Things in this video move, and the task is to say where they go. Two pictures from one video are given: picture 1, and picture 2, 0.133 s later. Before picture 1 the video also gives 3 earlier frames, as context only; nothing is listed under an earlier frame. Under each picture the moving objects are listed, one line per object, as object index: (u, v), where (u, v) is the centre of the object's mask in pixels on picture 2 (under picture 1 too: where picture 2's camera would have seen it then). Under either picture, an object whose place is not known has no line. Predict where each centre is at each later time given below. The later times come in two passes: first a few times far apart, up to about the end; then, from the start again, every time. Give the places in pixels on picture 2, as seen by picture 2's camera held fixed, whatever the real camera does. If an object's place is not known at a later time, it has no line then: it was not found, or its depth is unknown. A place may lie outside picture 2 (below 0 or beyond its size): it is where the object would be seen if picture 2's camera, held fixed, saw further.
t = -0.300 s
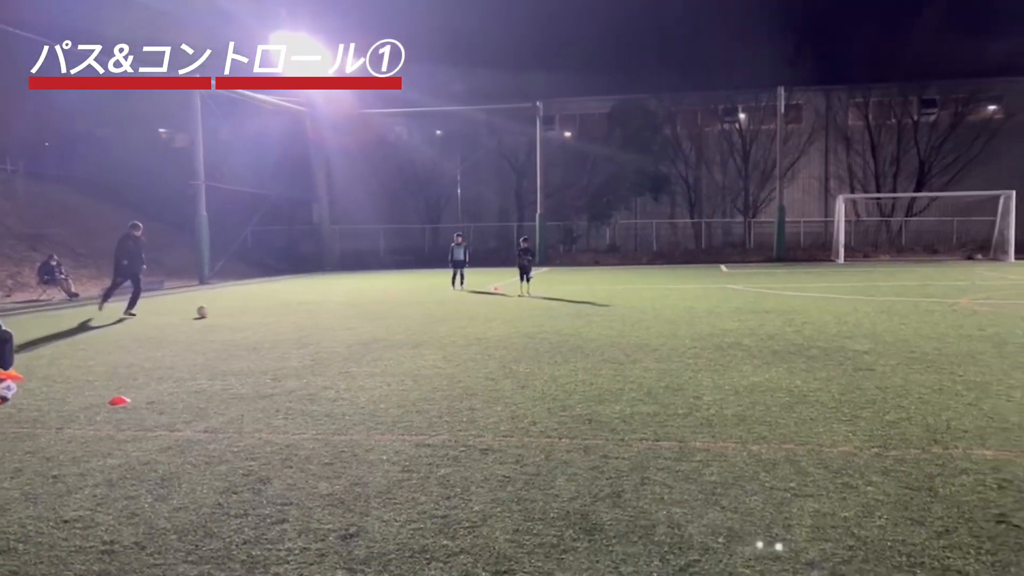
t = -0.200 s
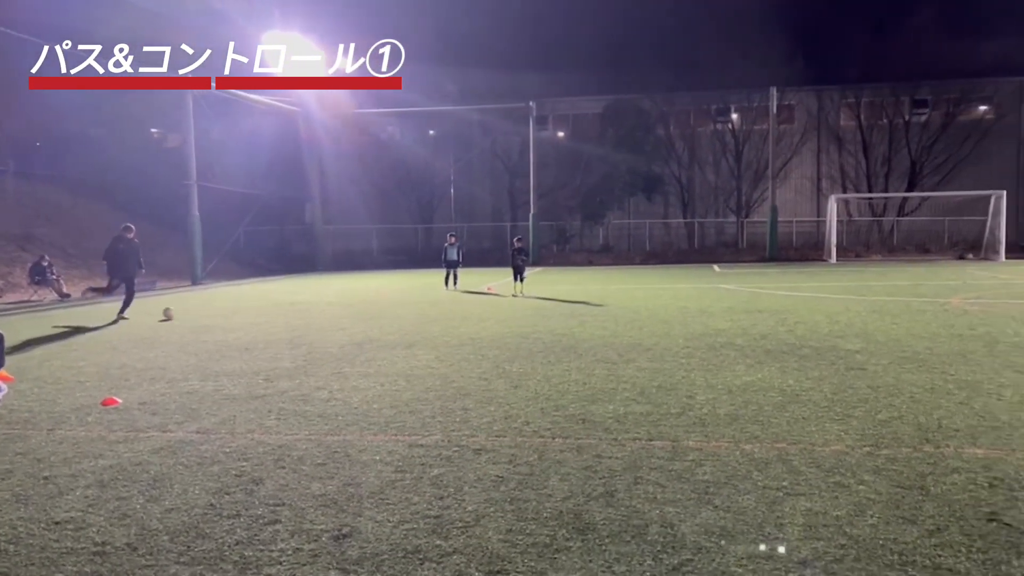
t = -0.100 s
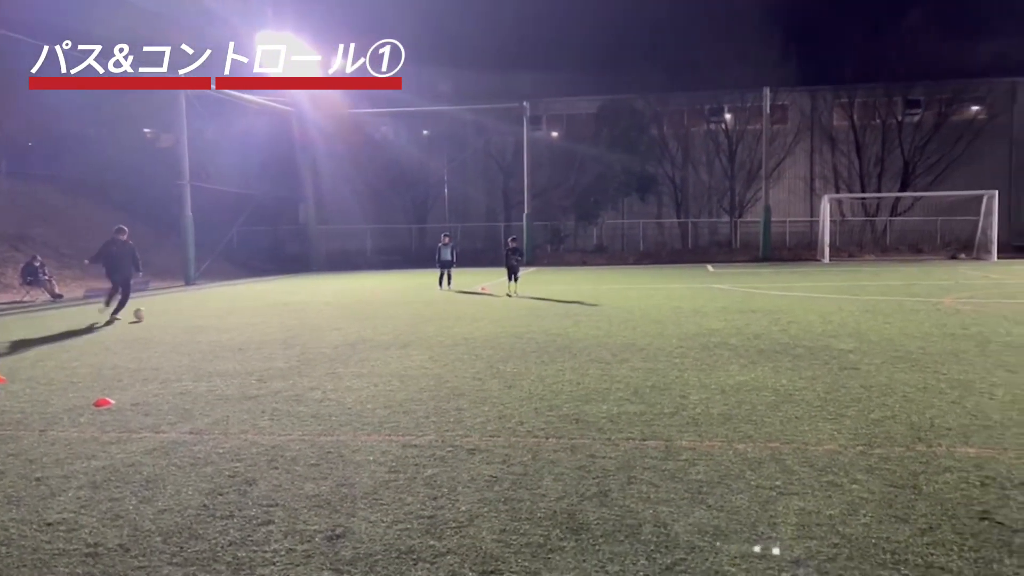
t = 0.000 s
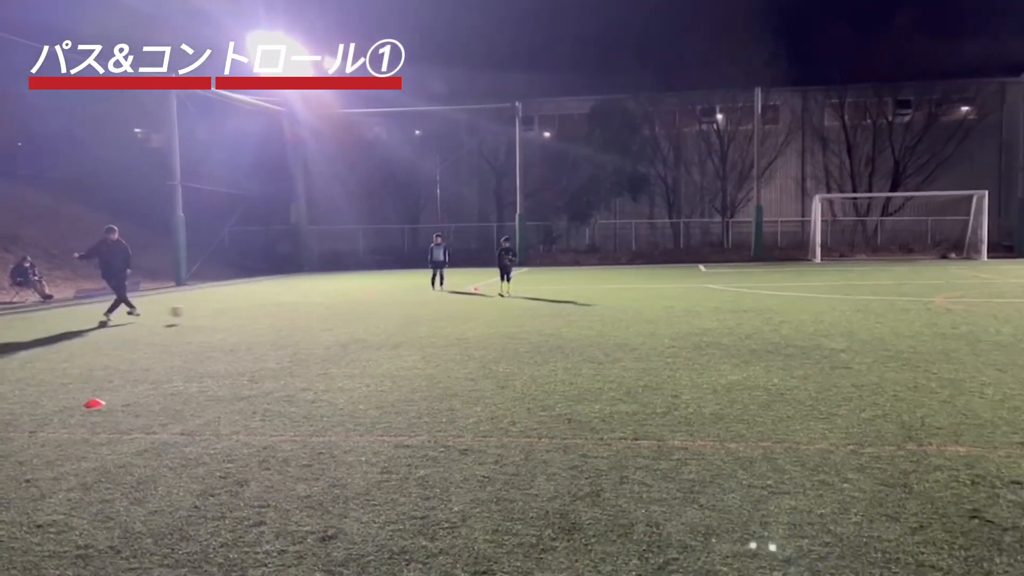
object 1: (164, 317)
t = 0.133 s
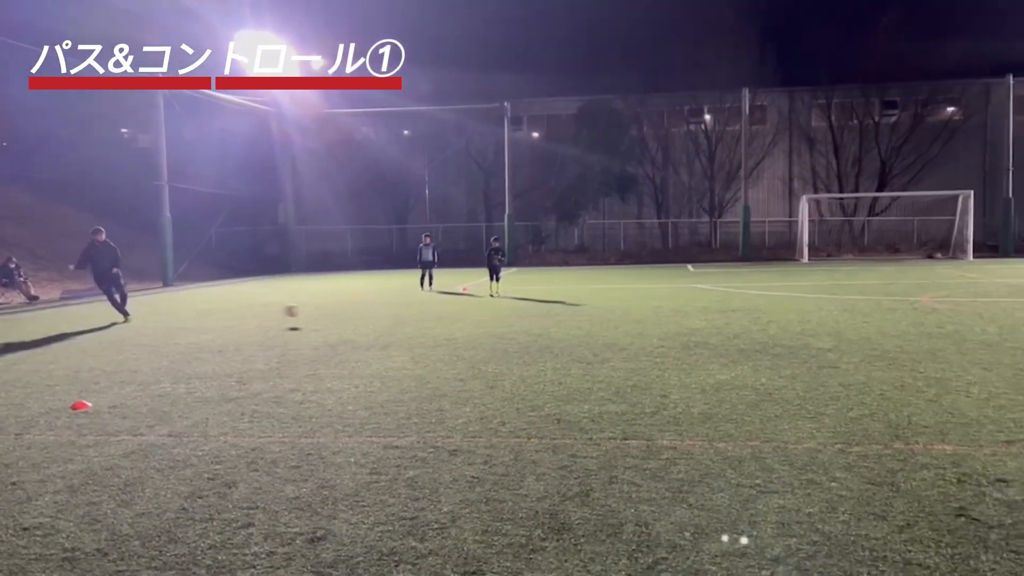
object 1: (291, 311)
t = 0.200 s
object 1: (358, 314)
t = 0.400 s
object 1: (564, 314)
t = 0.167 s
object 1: (323, 312)
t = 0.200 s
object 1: (358, 314)
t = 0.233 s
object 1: (393, 318)
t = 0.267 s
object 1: (428, 322)
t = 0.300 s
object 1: (462, 321)
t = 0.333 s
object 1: (495, 317)
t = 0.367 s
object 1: (530, 315)
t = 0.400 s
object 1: (564, 314)
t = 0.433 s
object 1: (601, 315)
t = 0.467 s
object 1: (639, 315)
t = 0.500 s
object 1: (678, 317)
